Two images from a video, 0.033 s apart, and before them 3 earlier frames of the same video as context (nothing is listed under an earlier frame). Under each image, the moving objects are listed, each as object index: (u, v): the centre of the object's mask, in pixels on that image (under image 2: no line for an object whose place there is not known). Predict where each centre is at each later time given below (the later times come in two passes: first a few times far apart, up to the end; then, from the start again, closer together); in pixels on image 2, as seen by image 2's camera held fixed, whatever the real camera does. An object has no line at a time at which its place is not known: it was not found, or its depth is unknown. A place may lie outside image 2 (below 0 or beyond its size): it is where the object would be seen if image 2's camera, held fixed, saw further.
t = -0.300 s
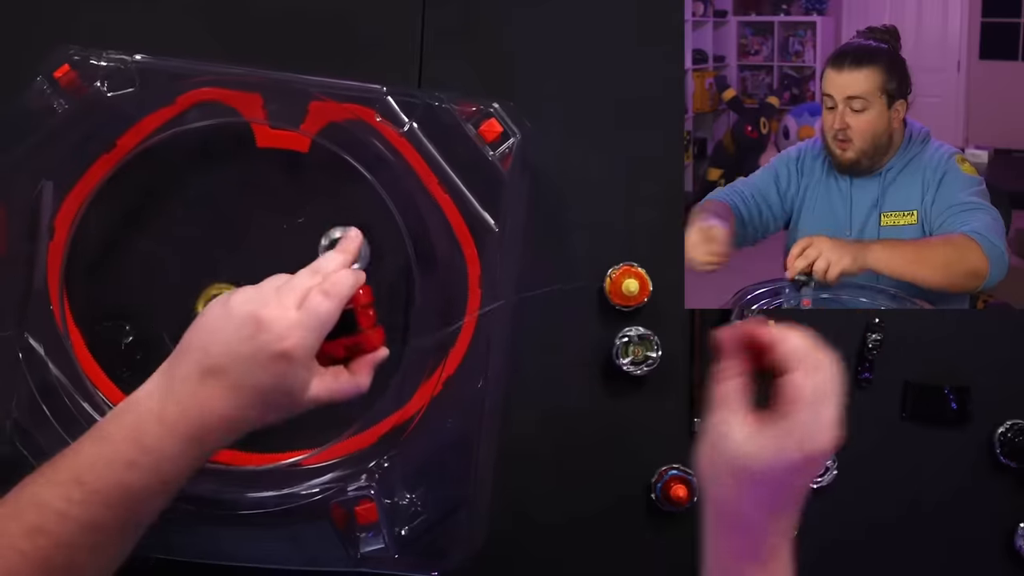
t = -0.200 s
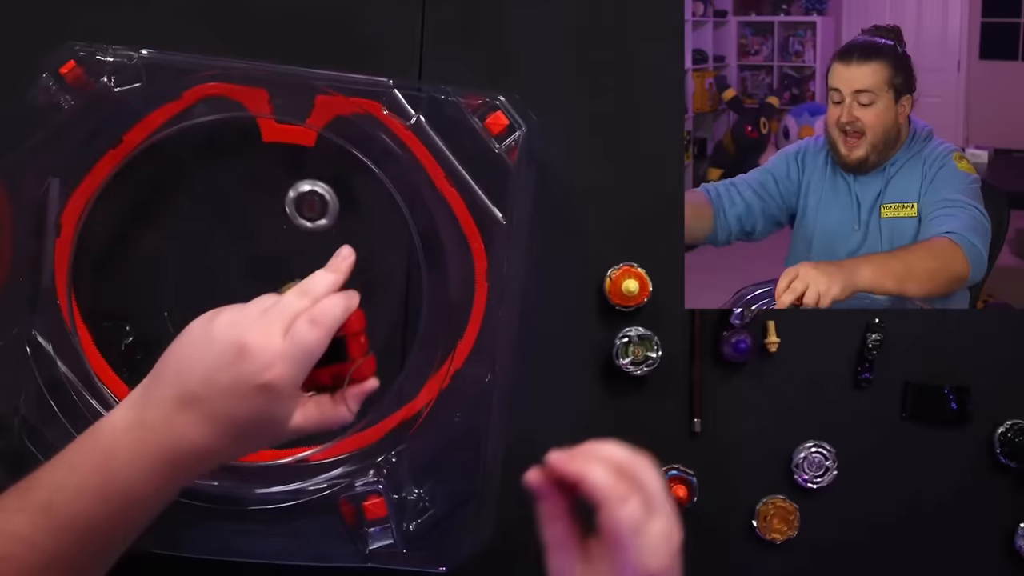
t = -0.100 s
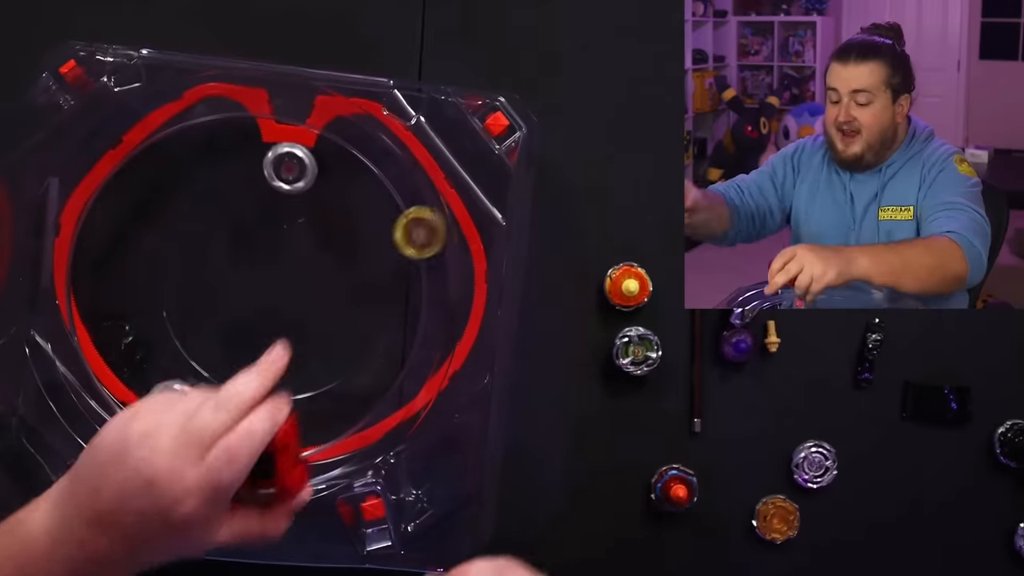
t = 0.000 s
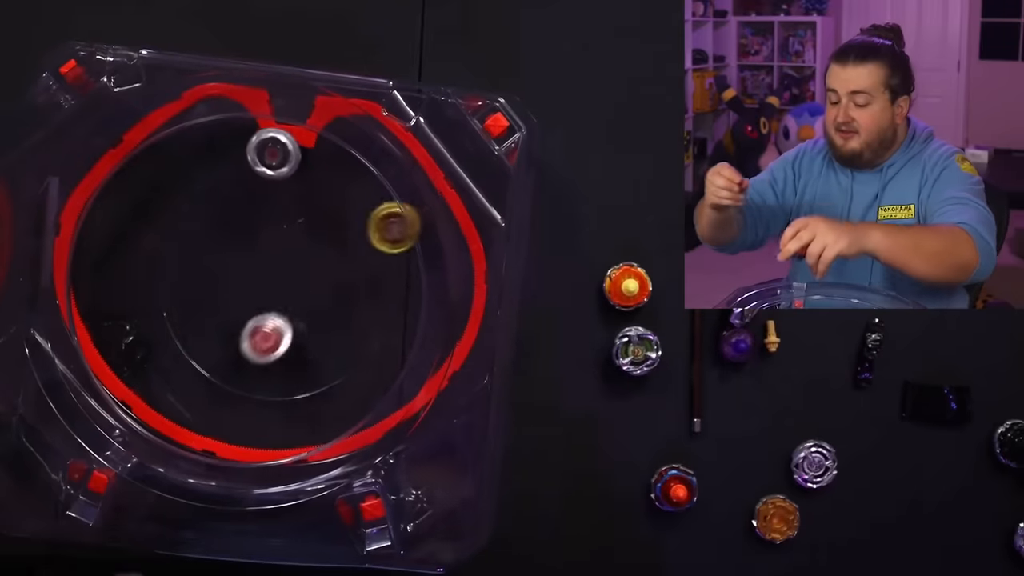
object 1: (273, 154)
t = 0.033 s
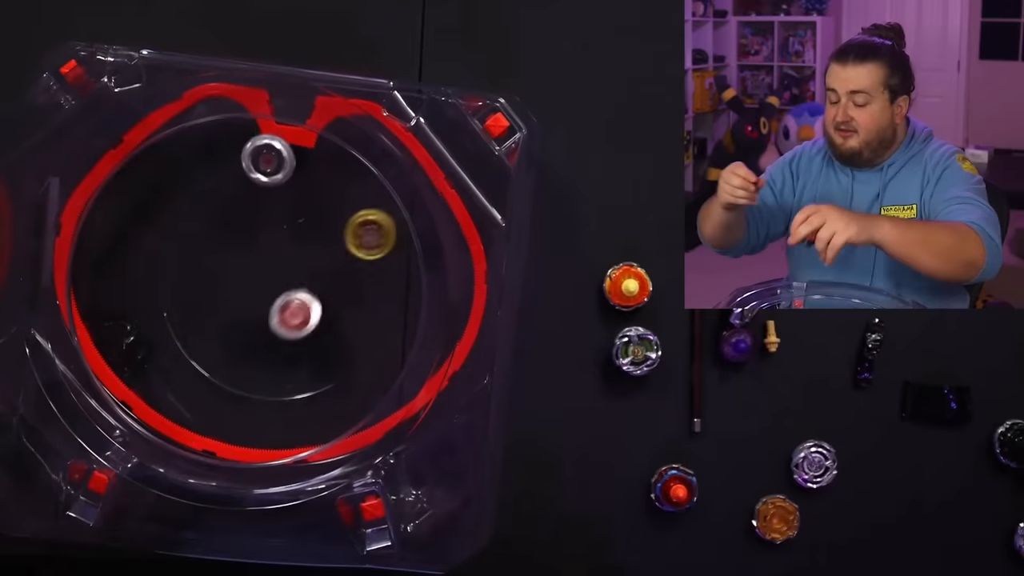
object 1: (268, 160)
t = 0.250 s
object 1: (281, 277)
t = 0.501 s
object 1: (354, 370)
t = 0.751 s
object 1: (357, 289)
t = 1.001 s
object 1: (308, 202)
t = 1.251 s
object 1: (306, 297)
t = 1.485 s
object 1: (310, 434)
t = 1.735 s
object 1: (362, 405)
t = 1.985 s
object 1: (427, 240)
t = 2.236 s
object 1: (321, 180)
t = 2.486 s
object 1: (260, 148)
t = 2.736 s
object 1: (205, 208)
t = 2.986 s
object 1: (271, 415)
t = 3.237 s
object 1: (437, 288)
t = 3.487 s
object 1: (348, 233)
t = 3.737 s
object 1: (184, 343)
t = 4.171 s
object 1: (342, 290)
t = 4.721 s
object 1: (117, 243)
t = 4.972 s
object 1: (132, 367)
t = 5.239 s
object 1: (263, 279)
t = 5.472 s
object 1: (349, 147)
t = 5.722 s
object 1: (272, 218)
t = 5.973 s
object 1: (203, 375)
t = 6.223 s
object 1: (326, 378)
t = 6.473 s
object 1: (349, 310)
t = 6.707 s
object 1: (270, 342)
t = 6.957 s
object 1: (332, 363)
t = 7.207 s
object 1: (299, 280)
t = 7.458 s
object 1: (386, 252)
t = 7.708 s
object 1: (442, 246)
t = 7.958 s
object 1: (382, 337)
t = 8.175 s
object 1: (367, 419)
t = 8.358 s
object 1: (321, 370)
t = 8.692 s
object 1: (222, 355)
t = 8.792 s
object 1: (200, 324)
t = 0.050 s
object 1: (266, 164)
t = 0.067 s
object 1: (264, 169)
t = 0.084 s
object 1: (263, 174)
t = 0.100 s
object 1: (263, 180)
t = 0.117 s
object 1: (263, 188)
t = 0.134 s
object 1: (263, 196)
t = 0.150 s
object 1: (262, 206)
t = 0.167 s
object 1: (263, 217)
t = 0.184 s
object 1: (266, 229)
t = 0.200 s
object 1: (268, 241)
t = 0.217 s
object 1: (272, 252)
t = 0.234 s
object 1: (276, 265)
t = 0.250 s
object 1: (281, 277)
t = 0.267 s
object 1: (286, 289)
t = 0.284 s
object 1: (291, 301)
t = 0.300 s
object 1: (297, 312)
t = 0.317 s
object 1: (304, 323)
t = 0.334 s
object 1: (310, 332)
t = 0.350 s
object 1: (316, 341)
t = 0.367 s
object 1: (323, 350)
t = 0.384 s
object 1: (329, 358)
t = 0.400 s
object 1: (336, 365)
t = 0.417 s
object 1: (342, 371)
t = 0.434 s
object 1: (348, 376)
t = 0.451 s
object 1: (349, 375)
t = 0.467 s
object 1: (351, 374)
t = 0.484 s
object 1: (352, 372)
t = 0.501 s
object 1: (354, 370)
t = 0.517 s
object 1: (355, 367)
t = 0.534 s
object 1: (355, 364)
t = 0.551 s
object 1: (356, 360)
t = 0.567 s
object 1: (357, 356)
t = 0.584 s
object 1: (357, 351)
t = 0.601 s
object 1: (357, 346)
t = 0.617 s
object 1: (357, 341)
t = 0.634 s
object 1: (357, 335)
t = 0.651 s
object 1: (357, 329)
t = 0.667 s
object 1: (357, 323)
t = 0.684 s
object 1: (357, 316)
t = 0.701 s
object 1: (357, 309)
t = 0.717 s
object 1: (357, 303)
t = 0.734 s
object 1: (356, 296)
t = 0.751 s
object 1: (357, 289)
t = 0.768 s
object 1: (357, 282)
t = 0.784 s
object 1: (357, 274)
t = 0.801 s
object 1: (357, 267)
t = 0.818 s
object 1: (357, 260)
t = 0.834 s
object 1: (357, 253)
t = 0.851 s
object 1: (357, 245)
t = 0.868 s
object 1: (356, 237)
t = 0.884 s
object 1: (353, 229)
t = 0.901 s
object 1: (350, 223)
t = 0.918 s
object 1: (346, 217)
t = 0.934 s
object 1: (341, 212)
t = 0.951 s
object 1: (334, 208)
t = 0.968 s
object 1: (326, 205)
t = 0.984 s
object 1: (318, 203)
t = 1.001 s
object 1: (308, 202)
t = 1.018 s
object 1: (298, 203)
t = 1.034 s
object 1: (287, 205)
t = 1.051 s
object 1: (276, 209)
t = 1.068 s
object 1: (264, 214)
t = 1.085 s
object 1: (265, 202)
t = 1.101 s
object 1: (275, 180)
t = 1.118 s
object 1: (286, 158)
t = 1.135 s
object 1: (292, 158)
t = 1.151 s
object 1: (294, 178)
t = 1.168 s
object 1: (296, 199)
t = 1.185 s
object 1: (299, 219)
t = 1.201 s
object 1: (303, 239)
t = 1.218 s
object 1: (304, 258)
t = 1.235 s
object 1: (305, 278)
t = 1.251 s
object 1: (306, 297)
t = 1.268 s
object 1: (306, 315)
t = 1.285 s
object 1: (307, 332)
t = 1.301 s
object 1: (308, 349)
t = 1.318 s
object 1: (310, 365)
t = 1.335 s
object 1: (311, 380)
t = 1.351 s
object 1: (312, 394)
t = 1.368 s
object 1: (310, 402)
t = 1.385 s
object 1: (309, 408)
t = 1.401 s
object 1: (309, 413)
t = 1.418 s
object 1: (309, 419)
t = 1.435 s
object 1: (308, 422)
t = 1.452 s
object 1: (308, 425)
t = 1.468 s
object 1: (308, 429)
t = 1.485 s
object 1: (310, 434)
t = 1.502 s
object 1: (311, 437)
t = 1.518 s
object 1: (312, 440)
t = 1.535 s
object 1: (314, 442)
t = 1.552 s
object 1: (316, 444)
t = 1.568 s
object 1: (319, 443)
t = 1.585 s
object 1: (321, 439)
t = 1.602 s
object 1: (325, 435)
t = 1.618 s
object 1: (328, 432)
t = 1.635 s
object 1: (332, 428)
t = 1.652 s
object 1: (336, 424)
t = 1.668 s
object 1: (341, 420)
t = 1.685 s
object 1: (346, 416)
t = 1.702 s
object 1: (351, 412)
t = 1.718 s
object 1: (356, 408)
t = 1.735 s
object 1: (362, 405)
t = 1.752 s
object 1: (368, 401)
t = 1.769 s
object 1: (376, 409)
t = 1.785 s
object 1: (384, 409)
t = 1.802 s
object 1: (388, 395)
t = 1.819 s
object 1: (393, 379)
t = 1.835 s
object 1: (398, 364)
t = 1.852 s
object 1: (403, 347)
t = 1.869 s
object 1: (408, 330)
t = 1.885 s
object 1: (412, 317)
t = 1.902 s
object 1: (415, 303)
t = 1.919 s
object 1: (418, 289)
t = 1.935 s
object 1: (421, 276)
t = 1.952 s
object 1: (423, 263)
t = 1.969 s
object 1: (425, 251)
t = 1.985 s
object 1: (427, 240)
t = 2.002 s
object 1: (428, 230)
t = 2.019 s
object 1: (429, 221)
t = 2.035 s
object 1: (430, 212)
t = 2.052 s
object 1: (429, 205)
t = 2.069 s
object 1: (426, 198)
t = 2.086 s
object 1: (418, 191)
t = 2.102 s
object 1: (406, 186)
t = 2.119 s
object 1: (397, 182)
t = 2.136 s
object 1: (386, 177)
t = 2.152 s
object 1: (376, 175)
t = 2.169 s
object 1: (366, 174)
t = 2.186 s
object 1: (355, 173)
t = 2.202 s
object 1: (344, 175)
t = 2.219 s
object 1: (333, 177)
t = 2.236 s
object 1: (321, 180)
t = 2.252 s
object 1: (309, 185)
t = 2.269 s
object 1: (297, 191)
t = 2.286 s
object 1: (284, 198)
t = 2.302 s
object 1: (271, 206)
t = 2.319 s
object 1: (265, 204)
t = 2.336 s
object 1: (261, 198)
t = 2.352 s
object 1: (258, 192)
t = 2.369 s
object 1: (256, 186)
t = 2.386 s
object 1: (255, 180)
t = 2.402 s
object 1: (254, 174)
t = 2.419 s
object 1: (253, 168)
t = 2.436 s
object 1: (254, 163)
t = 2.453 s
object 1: (255, 158)
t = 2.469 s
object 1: (257, 152)
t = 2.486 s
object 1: (260, 148)
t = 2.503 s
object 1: (262, 145)
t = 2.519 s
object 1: (266, 142)
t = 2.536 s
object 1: (259, 142)
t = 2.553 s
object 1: (252, 144)
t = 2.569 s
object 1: (245, 145)
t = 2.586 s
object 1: (240, 147)
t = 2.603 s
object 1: (235, 149)
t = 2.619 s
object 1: (231, 152)
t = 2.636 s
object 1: (227, 155)
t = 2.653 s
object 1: (224, 158)
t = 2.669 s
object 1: (220, 167)
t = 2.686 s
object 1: (215, 177)
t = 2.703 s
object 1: (211, 187)
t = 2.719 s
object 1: (208, 198)
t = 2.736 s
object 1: (205, 208)
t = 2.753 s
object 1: (204, 219)
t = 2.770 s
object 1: (202, 233)
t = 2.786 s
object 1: (200, 248)
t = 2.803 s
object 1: (198, 263)
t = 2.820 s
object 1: (199, 279)
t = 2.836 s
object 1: (201, 296)
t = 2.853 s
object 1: (204, 313)
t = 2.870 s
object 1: (209, 330)
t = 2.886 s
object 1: (214, 345)
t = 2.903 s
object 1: (221, 361)
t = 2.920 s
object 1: (230, 375)
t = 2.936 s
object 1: (239, 389)
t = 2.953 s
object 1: (248, 401)
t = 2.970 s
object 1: (260, 409)
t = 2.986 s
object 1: (271, 415)
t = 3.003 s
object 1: (284, 421)
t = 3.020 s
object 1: (297, 426)
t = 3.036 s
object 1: (310, 430)
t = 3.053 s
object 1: (325, 435)
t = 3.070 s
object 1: (339, 438)
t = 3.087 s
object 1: (359, 426)
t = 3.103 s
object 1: (380, 406)
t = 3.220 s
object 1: (443, 294)
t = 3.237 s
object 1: (437, 288)
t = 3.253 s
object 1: (433, 281)
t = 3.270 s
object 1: (428, 275)
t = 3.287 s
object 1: (424, 268)
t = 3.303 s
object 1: (420, 261)
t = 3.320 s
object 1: (416, 255)
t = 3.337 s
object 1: (413, 248)
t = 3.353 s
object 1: (407, 245)
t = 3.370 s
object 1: (400, 242)
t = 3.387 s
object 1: (393, 240)
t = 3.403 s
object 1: (386, 238)
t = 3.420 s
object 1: (380, 235)
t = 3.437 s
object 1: (373, 233)
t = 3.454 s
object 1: (367, 232)
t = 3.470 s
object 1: (358, 233)
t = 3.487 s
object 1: (348, 233)
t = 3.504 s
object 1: (339, 234)
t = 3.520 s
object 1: (329, 236)
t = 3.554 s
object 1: (307, 243)
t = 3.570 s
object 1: (295, 249)
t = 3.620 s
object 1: (259, 270)
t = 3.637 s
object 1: (247, 278)
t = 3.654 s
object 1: (235, 288)
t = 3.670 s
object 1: (224, 298)
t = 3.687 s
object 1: (213, 309)
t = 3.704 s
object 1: (203, 320)
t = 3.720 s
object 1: (193, 331)
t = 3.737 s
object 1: (184, 343)
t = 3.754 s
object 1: (175, 355)
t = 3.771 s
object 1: (169, 366)
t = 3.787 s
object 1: (165, 377)
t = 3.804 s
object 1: (161, 387)
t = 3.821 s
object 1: (157, 398)
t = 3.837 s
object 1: (153, 408)
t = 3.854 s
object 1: (158, 411)
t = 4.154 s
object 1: (339, 299)
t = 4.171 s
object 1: (342, 290)
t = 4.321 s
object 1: (328, 218)
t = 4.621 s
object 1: (128, 161)
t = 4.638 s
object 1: (124, 175)
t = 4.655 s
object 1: (122, 190)
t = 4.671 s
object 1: (122, 204)
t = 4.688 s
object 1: (120, 217)
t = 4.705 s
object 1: (118, 230)
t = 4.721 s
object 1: (117, 243)
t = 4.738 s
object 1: (116, 255)
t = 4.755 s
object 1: (116, 268)
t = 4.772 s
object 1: (115, 280)
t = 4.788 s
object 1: (114, 291)
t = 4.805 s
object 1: (114, 302)
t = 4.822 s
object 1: (114, 312)
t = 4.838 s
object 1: (115, 322)
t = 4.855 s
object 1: (116, 330)
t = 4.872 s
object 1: (117, 338)
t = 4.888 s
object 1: (119, 346)
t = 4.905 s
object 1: (121, 352)
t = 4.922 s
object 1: (123, 357)
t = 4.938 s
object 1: (126, 362)
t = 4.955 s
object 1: (129, 365)
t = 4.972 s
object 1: (132, 367)
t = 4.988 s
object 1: (136, 369)
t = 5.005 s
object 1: (140, 369)
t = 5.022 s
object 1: (145, 368)
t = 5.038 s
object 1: (150, 366)
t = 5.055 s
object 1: (156, 364)
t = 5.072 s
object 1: (163, 361)
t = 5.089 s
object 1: (170, 356)
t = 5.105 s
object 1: (178, 351)
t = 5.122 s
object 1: (186, 345)
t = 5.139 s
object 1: (196, 338)
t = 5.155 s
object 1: (207, 330)
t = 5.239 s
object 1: (263, 279)
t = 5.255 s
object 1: (273, 266)
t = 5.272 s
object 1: (282, 255)
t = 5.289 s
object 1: (290, 242)
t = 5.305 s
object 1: (298, 230)
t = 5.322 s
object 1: (304, 218)
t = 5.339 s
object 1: (309, 206)
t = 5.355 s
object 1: (313, 194)
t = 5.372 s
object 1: (317, 183)
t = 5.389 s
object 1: (320, 172)
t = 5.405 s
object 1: (323, 160)
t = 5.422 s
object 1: (328, 150)
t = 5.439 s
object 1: (335, 148)
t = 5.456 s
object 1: (342, 148)
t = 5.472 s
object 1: (349, 147)
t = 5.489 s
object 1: (356, 146)
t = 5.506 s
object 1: (361, 144)
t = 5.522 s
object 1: (368, 142)
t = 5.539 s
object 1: (374, 140)
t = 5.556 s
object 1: (380, 138)
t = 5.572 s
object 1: (377, 138)
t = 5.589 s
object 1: (364, 146)
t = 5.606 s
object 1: (351, 155)
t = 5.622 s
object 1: (340, 163)
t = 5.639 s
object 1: (328, 170)
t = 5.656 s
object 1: (316, 179)
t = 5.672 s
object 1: (306, 189)
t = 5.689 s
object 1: (295, 198)
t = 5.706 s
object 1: (283, 208)
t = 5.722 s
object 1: (272, 218)
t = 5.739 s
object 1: (262, 228)
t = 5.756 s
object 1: (252, 239)
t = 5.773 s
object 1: (242, 250)
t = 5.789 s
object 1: (233, 261)
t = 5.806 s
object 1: (225, 273)
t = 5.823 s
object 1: (219, 283)
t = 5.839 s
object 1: (212, 295)
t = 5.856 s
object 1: (207, 307)
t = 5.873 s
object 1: (203, 317)
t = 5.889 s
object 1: (201, 327)
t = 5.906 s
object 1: (199, 338)
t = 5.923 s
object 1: (198, 348)
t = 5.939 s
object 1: (198, 358)
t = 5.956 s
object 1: (200, 367)
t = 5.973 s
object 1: (203, 375)
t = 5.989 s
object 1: (207, 382)
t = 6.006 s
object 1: (212, 390)
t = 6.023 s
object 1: (218, 397)
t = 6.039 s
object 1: (226, 401)
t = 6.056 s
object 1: (236, 402)
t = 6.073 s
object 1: (246, 402)
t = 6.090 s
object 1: (255, 402)
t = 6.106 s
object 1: (265, 402)
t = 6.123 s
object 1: (275, 401)
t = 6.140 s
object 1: (284, 399)
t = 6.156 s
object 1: (293, 396)
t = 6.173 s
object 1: (302, 392)
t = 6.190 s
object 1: (311, 389)
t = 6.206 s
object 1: (319, 384)
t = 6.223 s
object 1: (326, 378)
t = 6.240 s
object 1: (332, 371)
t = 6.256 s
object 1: (337, 364)
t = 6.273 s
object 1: (342, 358)
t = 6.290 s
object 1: (347, 351)
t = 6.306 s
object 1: (350, 345)
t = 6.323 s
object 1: (354, 340)
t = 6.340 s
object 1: (356, 334)
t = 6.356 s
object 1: (358, 330)
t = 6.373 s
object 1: (359, 326)
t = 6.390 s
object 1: (360, 322)
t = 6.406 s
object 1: (359, 318)
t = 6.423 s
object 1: (358, 316)
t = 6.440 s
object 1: (356, 313)
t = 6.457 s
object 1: (353, 311)
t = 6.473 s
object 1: (349, 310)
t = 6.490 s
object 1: (345, 309)
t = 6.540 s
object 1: (328, 310)
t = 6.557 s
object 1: (322, 311)
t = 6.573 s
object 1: (315, 313)
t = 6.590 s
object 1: (309, 315)
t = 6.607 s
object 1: (303, 318)
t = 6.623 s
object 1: (297, 321)
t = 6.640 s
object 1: (291, 324)
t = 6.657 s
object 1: (285, 328)
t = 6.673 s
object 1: (279, 333)
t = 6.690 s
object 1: (274, 337)
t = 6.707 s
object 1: (270, 342)
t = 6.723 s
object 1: (265, 346)
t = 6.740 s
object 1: (262, 351)
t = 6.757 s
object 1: (259, 356)
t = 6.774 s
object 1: (258, 362)
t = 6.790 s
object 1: (266, 372)
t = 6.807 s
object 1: (274, 382)
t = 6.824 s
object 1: (283, 390)
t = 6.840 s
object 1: (292, 396)
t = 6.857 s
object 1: (299, 395)
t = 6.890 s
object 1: (313, 388)
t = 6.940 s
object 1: (328, 369)
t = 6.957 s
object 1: (332, 363)
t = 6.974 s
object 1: (336, 357)
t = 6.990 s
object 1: (339, 351)
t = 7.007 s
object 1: (342, 346)
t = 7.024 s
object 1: (344, 339)
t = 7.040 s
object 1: (346, 333)
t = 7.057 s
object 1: (346, 326)
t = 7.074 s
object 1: (344, 320)
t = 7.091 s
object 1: (343, 314)
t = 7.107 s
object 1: (339, 307)
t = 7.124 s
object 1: (334, 301)
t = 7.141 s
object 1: (329, 296)
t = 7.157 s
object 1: (322, 291)
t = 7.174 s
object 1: (315, 287)
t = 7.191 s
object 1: (307, 283)
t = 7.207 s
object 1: (299, 280)
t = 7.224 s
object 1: (290, 278)
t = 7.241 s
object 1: (280, 277)
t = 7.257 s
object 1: (270, 276)
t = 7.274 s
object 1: (266, 277)
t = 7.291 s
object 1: (284, 274)
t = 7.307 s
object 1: (302, 272)
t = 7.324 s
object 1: (317, 270)
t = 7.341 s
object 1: (331, 268)
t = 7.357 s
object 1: (343, 266)
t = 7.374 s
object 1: (356, 264)
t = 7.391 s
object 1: (366, 261)
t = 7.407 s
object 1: (376, 258)
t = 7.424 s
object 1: (380, 255)
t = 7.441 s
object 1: (383, 254)
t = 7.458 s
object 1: (386, 252)
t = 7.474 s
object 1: (389, 251)
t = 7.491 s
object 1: (391, 251)
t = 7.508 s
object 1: (396, 249)
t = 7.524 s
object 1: (400, 249)
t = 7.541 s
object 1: (406, 248)
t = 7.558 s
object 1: (411, 248)
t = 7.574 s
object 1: (416, 248)
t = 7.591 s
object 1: (422, 248)
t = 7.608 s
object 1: (429, 249)
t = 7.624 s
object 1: (436, 249)
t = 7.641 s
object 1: (442, 249)
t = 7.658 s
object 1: (449, 249)
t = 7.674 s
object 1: (455, 249)
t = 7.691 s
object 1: (452, 247)
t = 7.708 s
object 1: (442, 246)
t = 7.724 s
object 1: (434, 245)
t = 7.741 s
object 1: (424, 245)
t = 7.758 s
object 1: (415, 244)
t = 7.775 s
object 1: (410, 248)
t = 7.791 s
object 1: (406, 258)
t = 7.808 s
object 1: (403, 267)
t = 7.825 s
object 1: (401, 275)
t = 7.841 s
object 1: (397, 285)
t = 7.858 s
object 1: (396, 293)
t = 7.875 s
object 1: (393, 301)
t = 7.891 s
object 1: (391, 308)
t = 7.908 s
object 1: (388, 317)
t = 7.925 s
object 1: (385, 324)
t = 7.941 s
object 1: (383, 331)
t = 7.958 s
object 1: (382, 337)
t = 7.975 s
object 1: (379, 344)
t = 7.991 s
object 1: (378, 350)
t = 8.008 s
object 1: (376, 356)
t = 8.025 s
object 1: (376, 361)
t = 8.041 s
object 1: (375, 367)
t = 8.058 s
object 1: (374, 372)
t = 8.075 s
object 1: (374, 378)
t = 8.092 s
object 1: (373, 383)
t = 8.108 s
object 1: (374, 390)
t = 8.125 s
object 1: (373, 397)
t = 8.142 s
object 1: (371, 405)
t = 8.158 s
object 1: (369, 412)
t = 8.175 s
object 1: (367, 419)
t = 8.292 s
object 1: (340, 386)
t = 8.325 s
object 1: (331, 378)
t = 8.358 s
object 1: (321, 370)
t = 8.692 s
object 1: (222, 355)
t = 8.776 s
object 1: (203, 330)
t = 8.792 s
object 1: (200, 324)
